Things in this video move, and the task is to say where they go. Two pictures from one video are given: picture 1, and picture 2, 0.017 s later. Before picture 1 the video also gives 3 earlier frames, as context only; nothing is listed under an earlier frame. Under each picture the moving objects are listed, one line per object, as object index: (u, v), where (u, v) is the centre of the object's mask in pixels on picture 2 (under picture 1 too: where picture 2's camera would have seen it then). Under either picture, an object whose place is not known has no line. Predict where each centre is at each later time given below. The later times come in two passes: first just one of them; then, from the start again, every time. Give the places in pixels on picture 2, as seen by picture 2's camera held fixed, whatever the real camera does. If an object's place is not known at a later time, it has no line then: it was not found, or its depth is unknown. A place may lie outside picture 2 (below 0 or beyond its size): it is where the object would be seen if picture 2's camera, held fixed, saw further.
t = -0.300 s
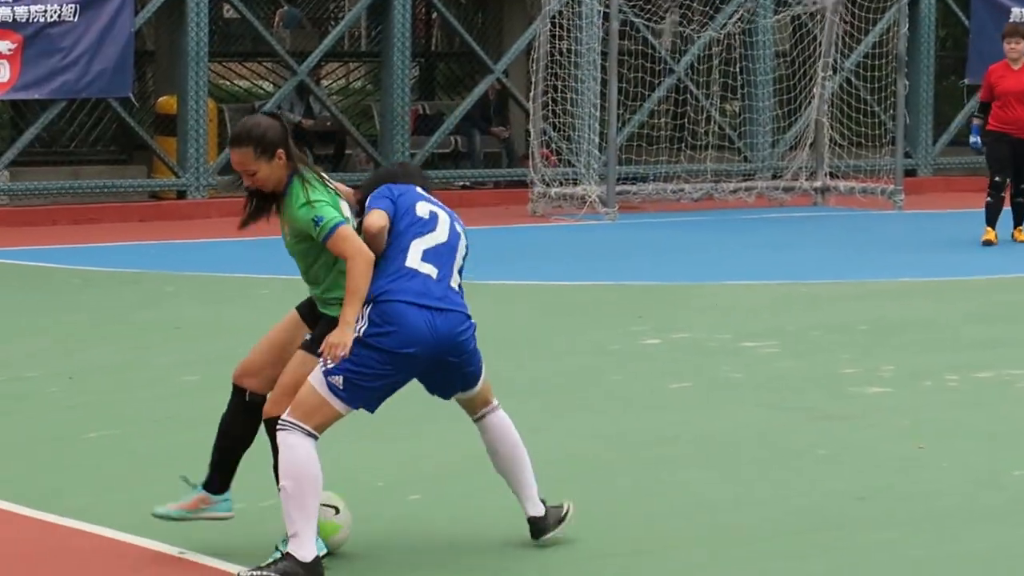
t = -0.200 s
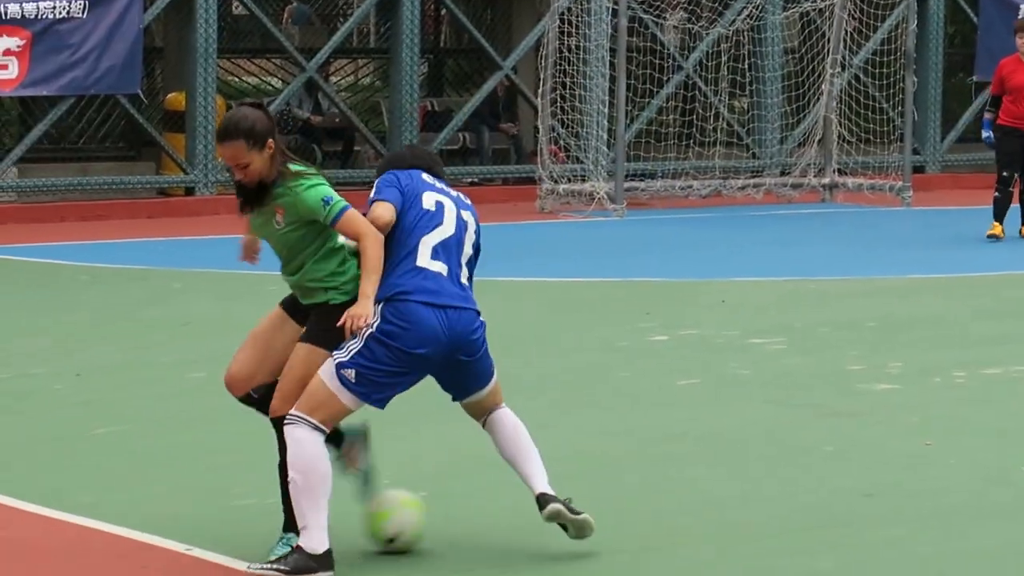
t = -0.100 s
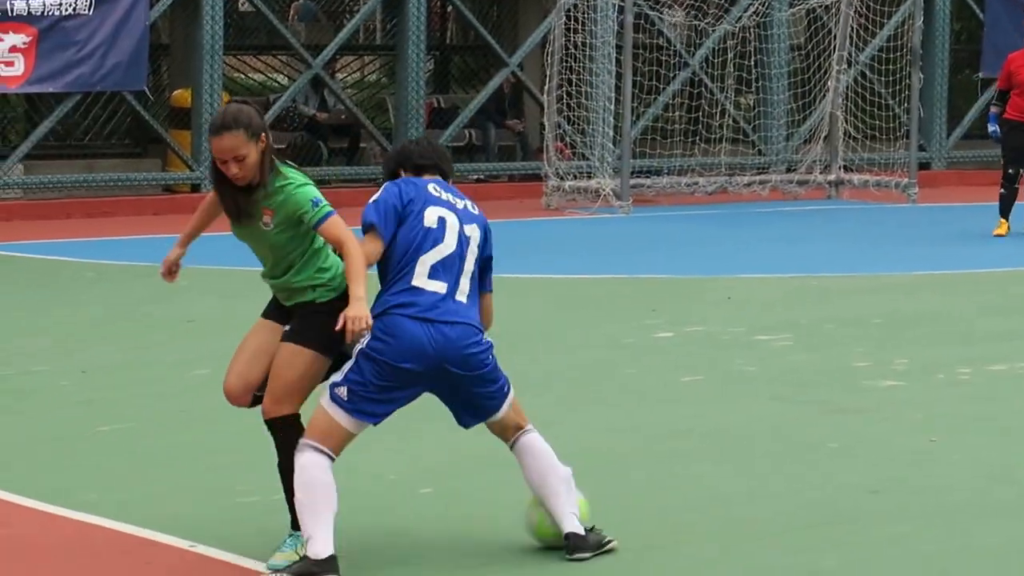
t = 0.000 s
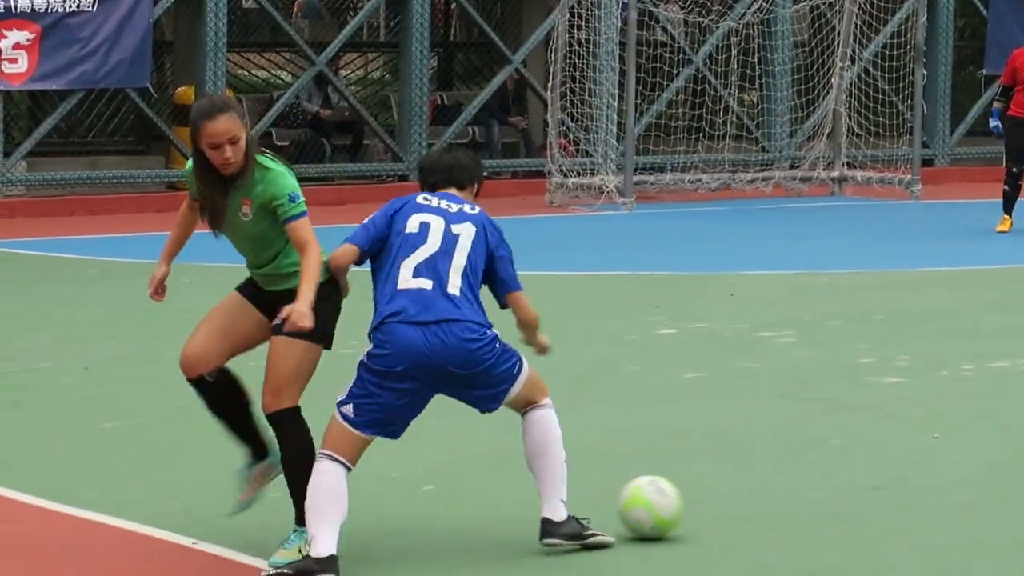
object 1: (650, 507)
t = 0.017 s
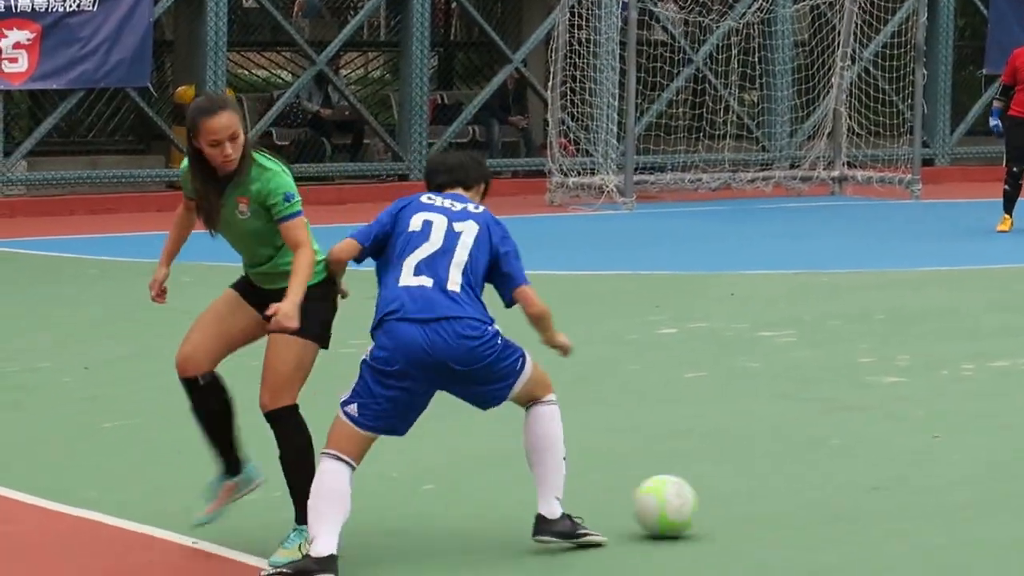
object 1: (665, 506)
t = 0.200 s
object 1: (822, 498)
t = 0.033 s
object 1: (680, 505)
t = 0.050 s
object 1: (694, 504)
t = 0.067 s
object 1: (709, 504)
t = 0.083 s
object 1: (723, 503)
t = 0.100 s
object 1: (737, 502)
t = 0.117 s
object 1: (752, 502)
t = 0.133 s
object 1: (765, 500)
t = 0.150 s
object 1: (779, 500)
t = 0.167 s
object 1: (793, 499)
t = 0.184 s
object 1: (808, 499)
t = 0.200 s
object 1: (822, 498)
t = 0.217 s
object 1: (836, 497)
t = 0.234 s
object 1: (849, 496)
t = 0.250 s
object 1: (863, 495)
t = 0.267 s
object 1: (875, 494)
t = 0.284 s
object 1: (889, 494)
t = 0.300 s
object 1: (902, 493)
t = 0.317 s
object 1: (915, 493)
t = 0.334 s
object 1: (928, 492)
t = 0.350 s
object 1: (940, 491)
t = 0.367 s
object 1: (954, 491)
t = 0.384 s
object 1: (964, 491)
